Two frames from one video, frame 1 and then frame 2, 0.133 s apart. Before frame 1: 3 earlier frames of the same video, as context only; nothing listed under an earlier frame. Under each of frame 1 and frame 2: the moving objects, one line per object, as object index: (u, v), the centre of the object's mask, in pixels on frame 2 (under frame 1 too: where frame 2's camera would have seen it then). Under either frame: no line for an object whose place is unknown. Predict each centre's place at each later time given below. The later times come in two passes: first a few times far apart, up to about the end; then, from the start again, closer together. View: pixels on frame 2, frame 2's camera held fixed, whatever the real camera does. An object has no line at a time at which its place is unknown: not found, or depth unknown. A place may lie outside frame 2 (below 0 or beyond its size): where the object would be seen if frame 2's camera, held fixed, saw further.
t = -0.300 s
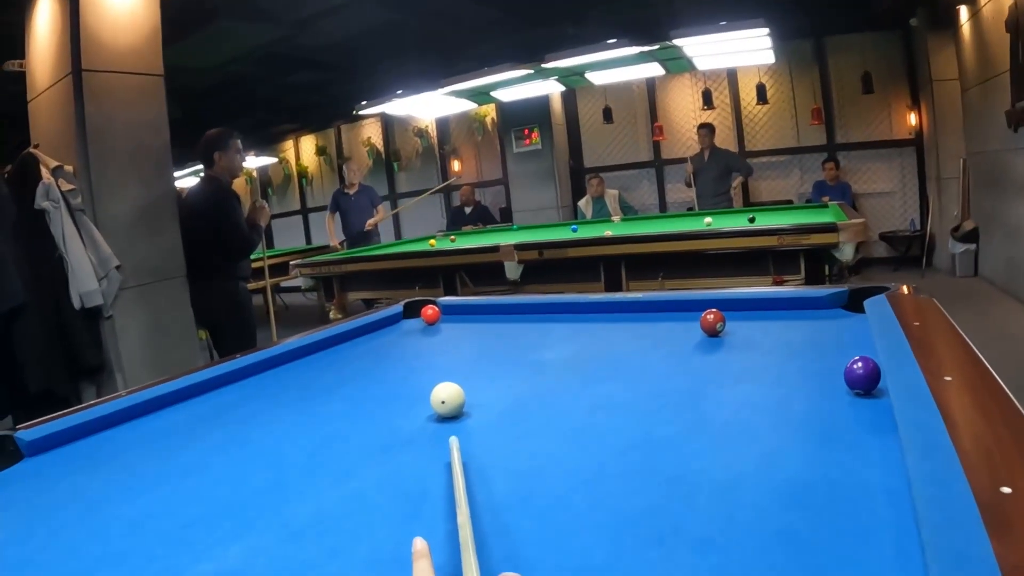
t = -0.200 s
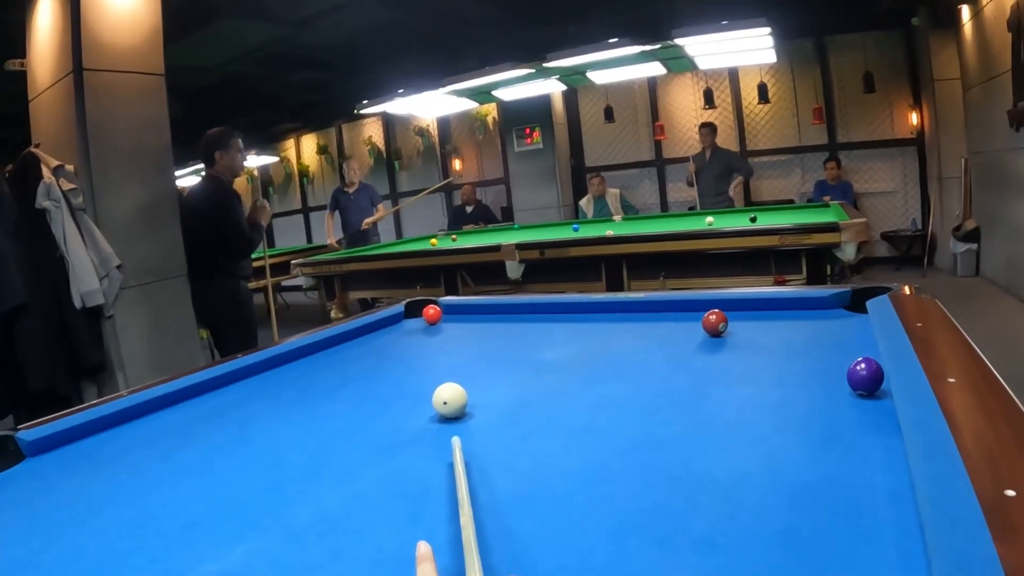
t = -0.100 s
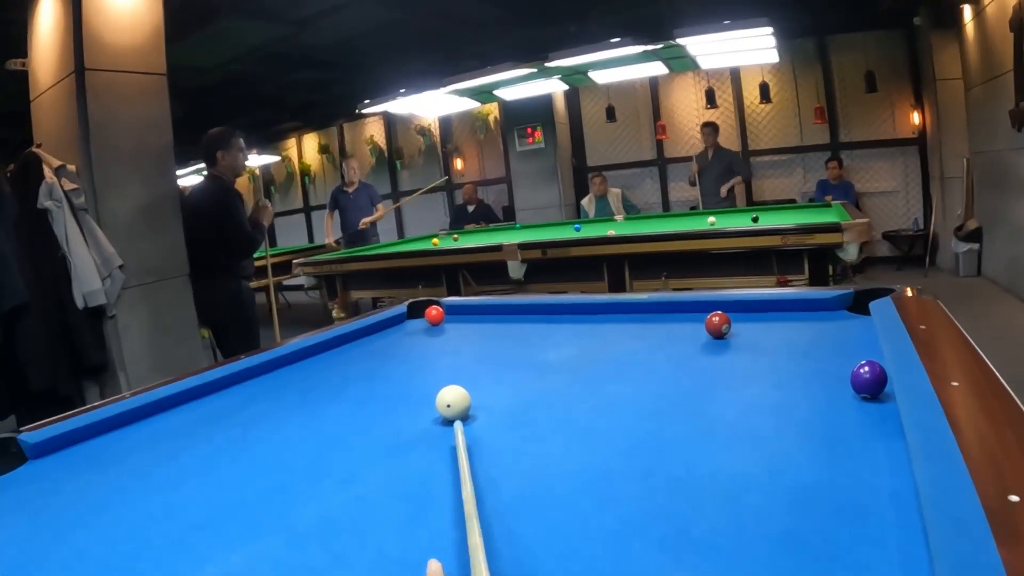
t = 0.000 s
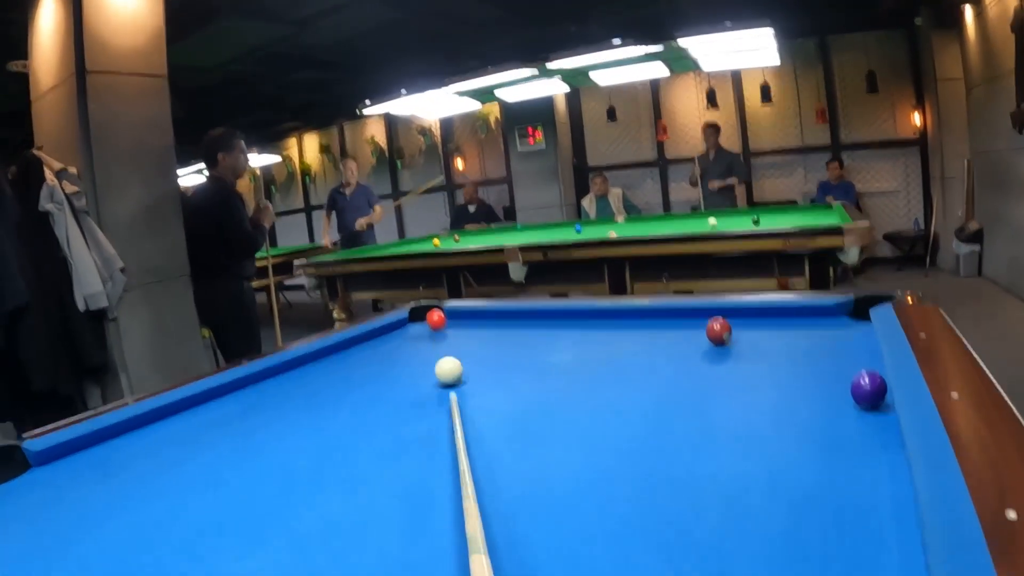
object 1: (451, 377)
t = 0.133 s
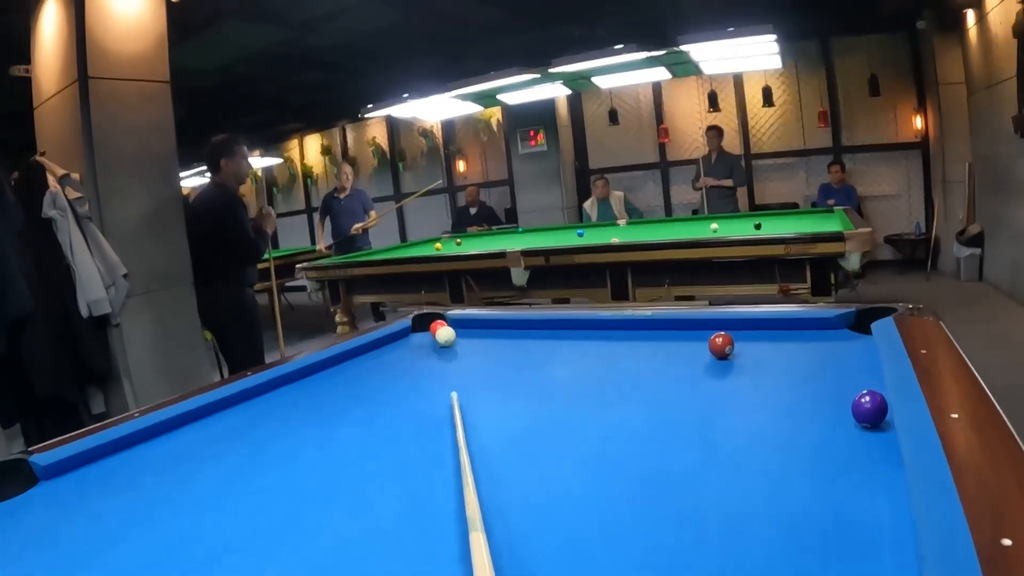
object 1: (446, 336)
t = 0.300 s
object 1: (480, 328)
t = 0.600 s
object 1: (490, 344)
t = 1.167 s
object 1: (504, 379)
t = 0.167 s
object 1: (450, 332)
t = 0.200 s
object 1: (459, 331)
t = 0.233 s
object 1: (467, 330)
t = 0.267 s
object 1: (474, 329)
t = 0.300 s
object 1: (480, 328)
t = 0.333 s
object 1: (484, 328)
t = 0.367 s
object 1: (485, 330)
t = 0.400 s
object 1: (486, 332)
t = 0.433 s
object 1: (486, 334)
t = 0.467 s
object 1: (487, 336)
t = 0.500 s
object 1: (488, 338)
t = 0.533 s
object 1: (489, 340)
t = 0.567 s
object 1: (489, 342)
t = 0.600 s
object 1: (490, 344)
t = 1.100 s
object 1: (502, 375)
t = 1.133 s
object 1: (503, 377)
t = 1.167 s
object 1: (504, 379)
